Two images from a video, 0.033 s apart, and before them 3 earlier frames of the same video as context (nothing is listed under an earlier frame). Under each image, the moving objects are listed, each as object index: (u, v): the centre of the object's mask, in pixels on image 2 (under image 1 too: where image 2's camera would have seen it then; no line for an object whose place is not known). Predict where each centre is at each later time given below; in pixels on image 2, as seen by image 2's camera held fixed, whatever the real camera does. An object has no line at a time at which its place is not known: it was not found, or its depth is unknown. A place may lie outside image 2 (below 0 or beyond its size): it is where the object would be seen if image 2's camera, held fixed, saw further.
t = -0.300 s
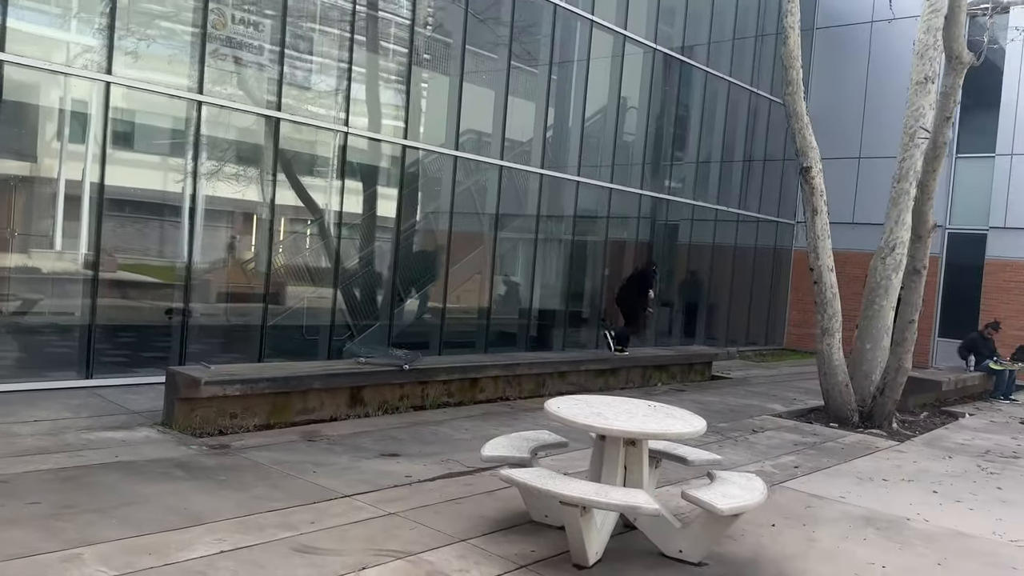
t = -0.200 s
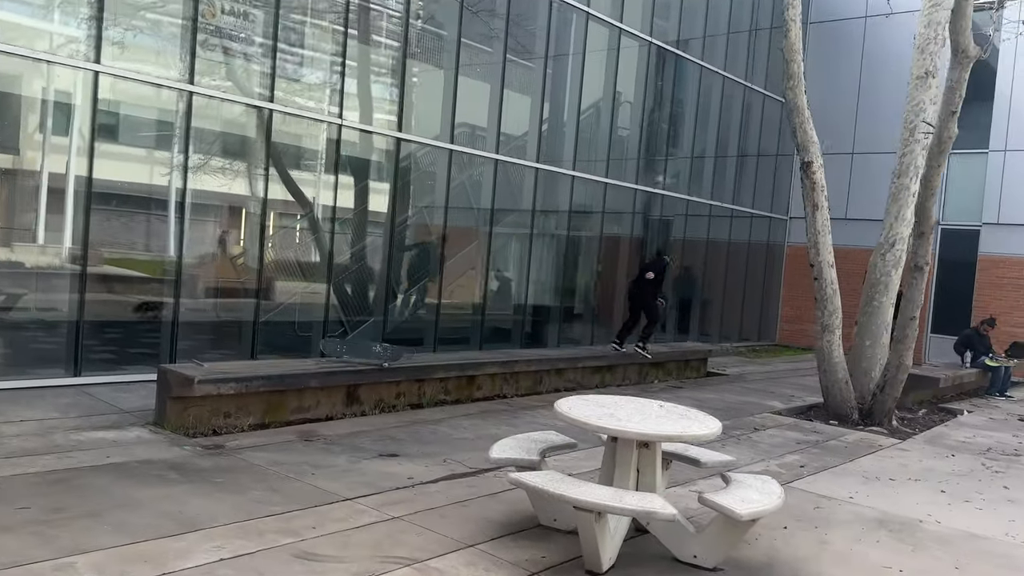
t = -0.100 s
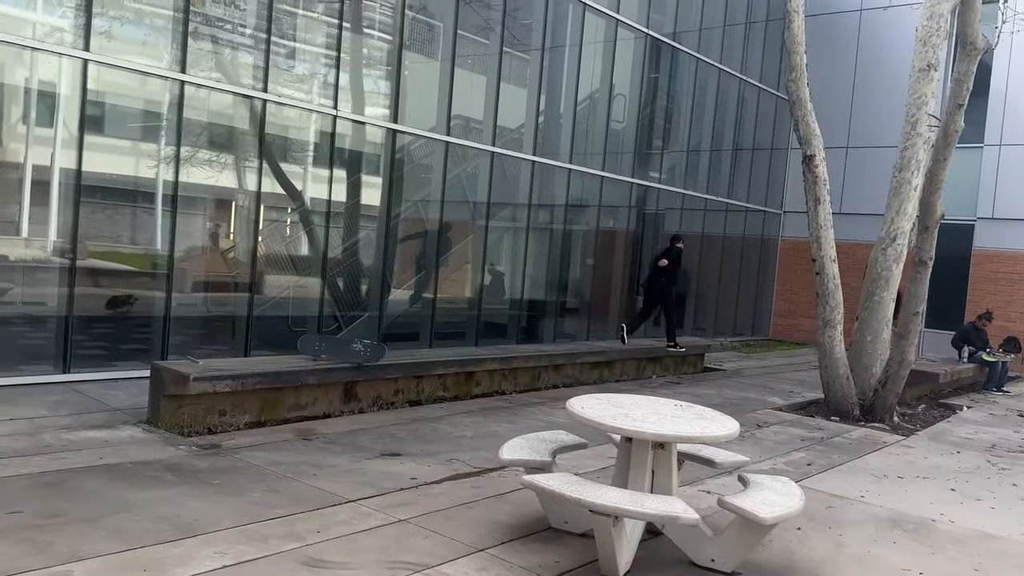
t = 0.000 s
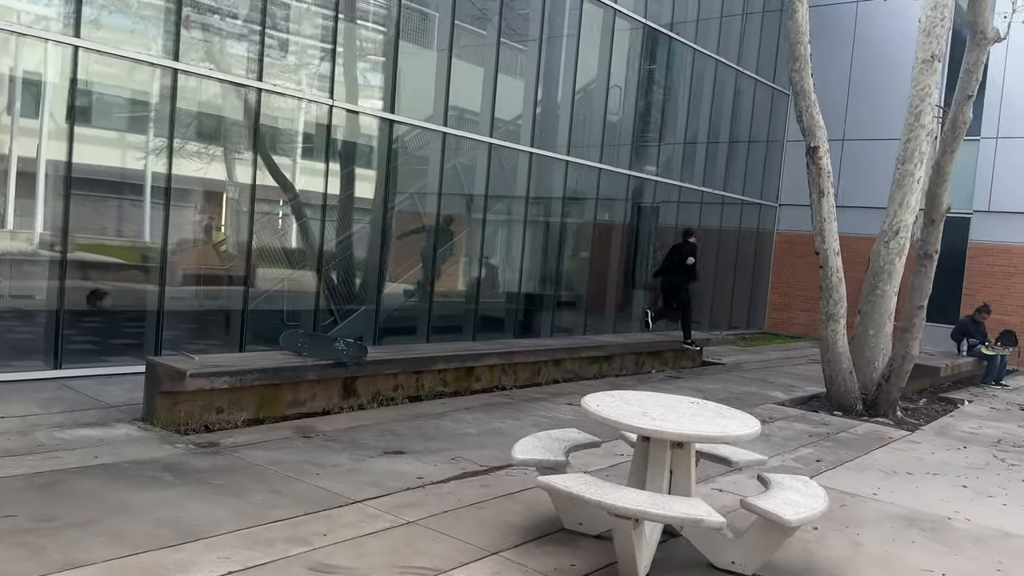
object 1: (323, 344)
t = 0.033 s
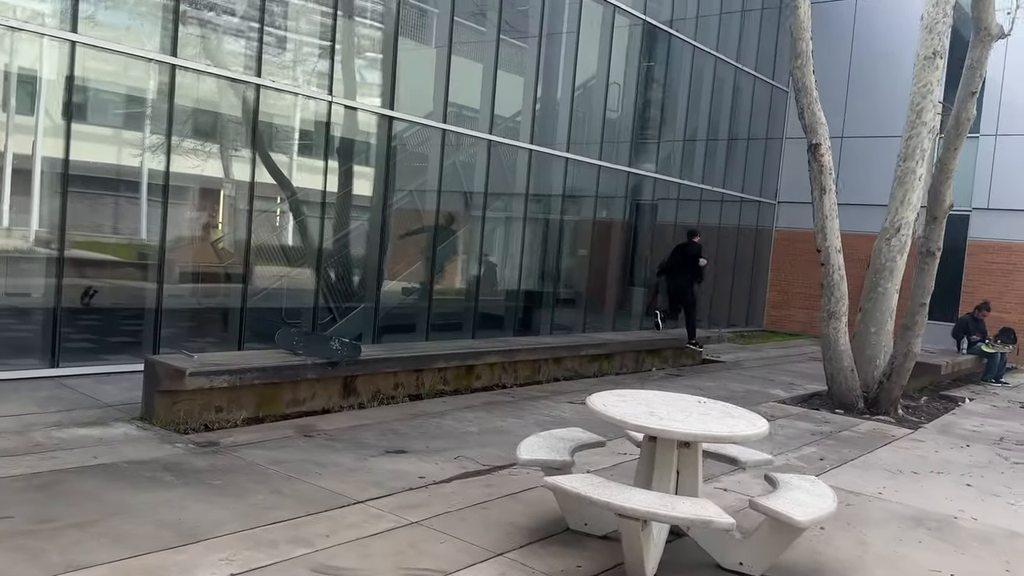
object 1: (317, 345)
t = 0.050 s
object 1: (316, 346)
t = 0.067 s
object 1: (313, 346)
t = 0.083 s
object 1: (311, 347)
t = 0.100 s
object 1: (308, 347)
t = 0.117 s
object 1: (306, 347)
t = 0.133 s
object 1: (303, 348)
